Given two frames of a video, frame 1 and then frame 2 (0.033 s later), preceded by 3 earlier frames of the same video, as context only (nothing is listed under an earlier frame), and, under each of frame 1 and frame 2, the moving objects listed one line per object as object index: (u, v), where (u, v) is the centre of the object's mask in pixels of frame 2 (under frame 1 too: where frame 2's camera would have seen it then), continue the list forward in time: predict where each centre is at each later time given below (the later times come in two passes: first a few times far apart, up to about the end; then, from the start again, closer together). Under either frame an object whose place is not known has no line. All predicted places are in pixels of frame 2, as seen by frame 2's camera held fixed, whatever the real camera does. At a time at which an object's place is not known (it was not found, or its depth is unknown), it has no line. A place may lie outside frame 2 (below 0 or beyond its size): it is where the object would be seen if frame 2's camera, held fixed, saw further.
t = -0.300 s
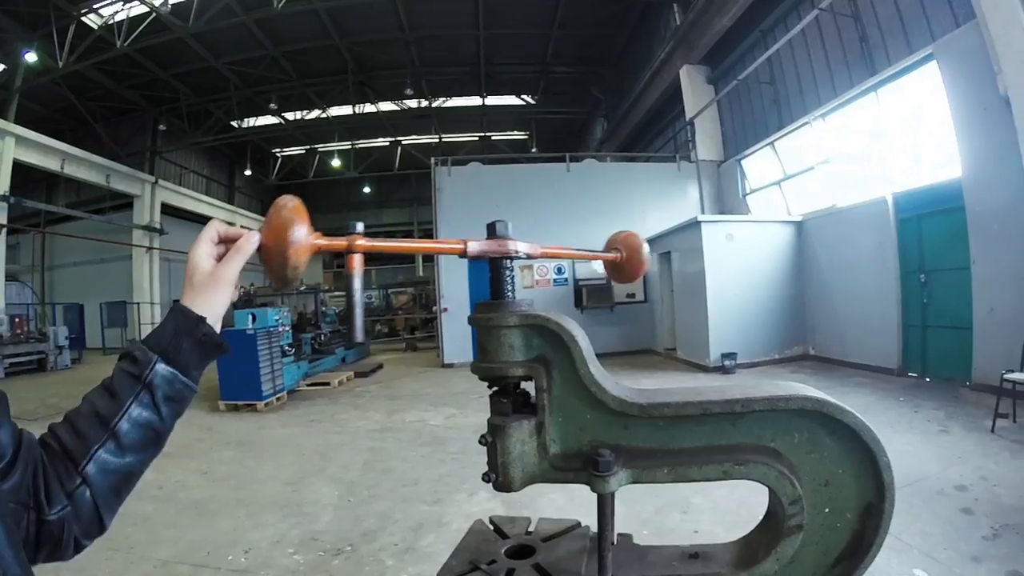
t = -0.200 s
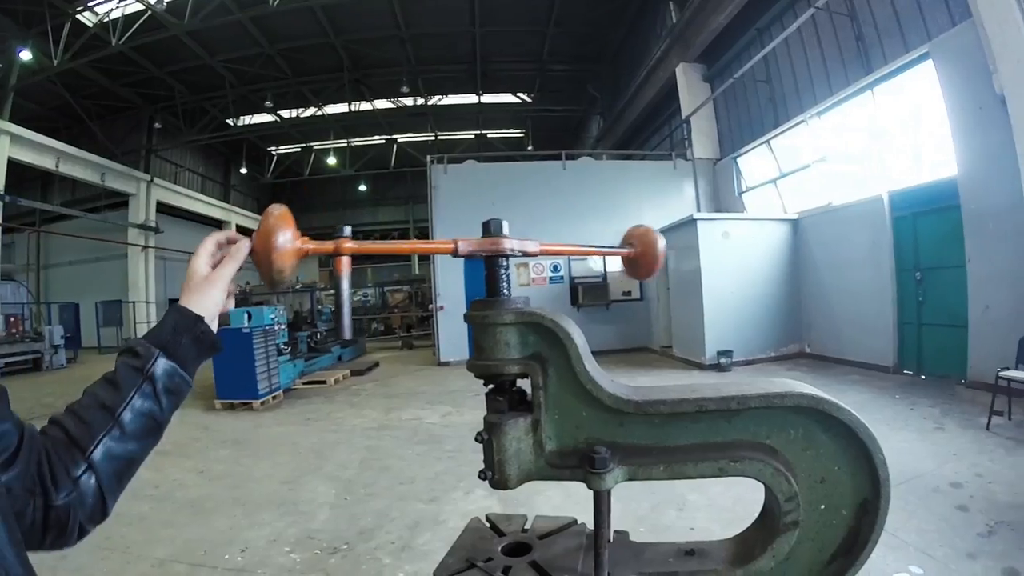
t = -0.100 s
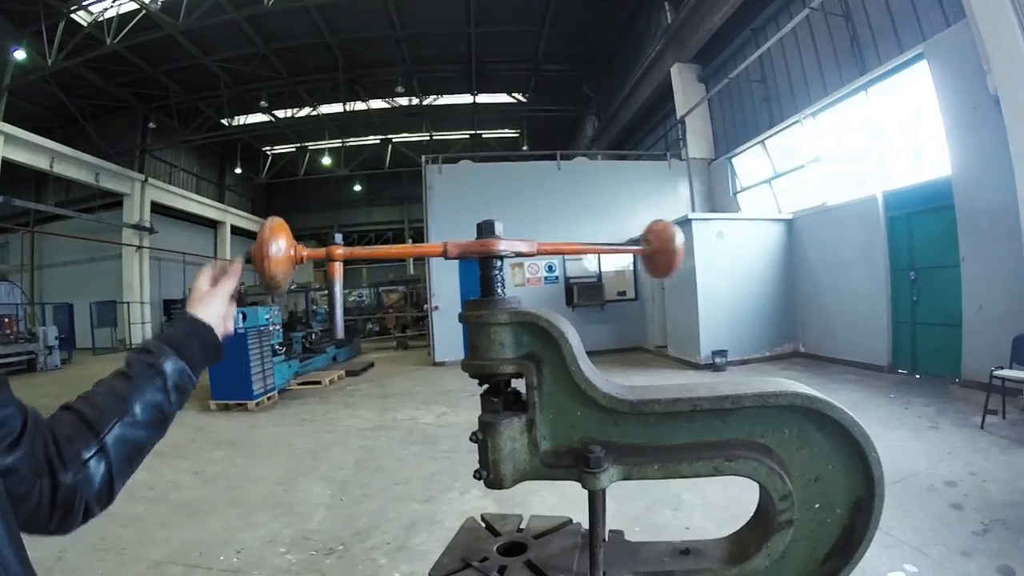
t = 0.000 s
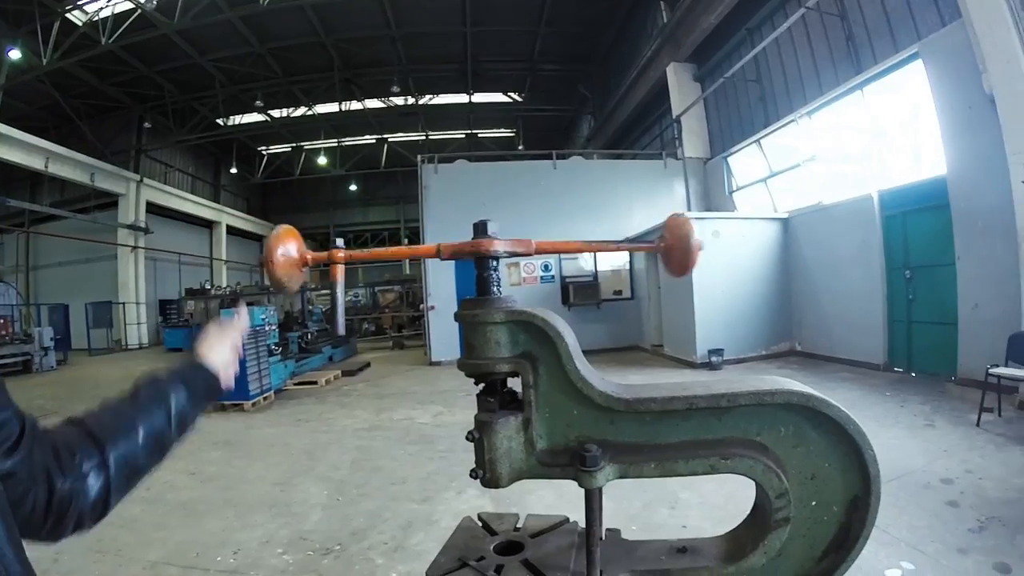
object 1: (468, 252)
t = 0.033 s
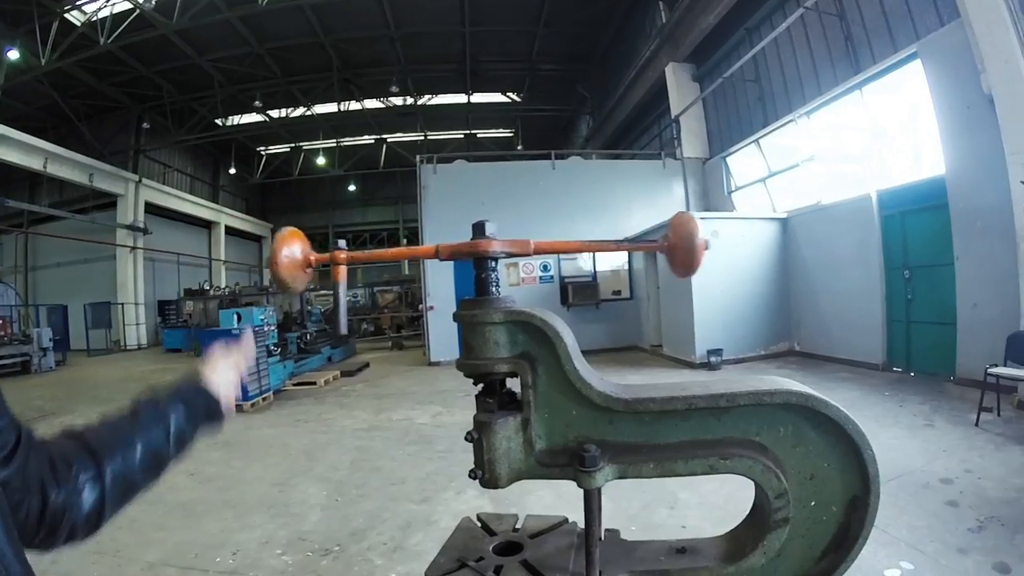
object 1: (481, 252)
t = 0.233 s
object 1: (543, 249)
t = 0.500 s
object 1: (578, 239)
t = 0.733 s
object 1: (432, 242)
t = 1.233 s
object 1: (452, 270)
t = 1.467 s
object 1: (518, 266)
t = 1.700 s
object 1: (573, 257)
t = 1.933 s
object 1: (539, 249)
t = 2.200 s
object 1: (394, 264)
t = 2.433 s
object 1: (406, 278)
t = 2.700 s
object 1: (459, 282)
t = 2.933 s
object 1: (518, 282)
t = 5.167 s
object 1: (396, 298)
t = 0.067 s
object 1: (490, 251)
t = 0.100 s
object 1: (500, 251)
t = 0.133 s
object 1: (509, 251)
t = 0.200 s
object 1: (532, 250)
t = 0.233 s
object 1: (543, 249)
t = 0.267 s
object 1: (550, 249)
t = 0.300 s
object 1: (559, 248)
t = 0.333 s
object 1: (566, 247)
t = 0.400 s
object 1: (576, 245)
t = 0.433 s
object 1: (576, 243)
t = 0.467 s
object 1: (580, 240)
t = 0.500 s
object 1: (578, 239)
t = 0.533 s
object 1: (568, 238)
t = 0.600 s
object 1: (537, 235)
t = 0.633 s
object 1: (516, 234)
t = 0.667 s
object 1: (488, 234)
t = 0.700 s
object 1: (455, 238)
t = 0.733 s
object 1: (432, 242)
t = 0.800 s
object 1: (396, 252)
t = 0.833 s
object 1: (383, 254)
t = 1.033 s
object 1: (397, 267)
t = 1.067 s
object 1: (407, 268)
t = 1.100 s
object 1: (417, 269)
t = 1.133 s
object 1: (427, 269)
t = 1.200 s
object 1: (444, 270)
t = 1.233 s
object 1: (452, 270)
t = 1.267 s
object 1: (458, 270)
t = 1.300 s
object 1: (467, 270)
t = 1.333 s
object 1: (475, 270)
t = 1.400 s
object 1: (499, 268)
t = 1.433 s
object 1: (507, 268)
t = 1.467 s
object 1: (518, 266)
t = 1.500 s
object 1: (528, 265)
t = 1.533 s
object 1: (539, 264)
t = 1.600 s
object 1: (553, 262)
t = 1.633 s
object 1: (561, 260)
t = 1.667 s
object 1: (567, 259)
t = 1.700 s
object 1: (573, 257)
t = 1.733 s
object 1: (577, 256)
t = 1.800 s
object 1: (578, 253)
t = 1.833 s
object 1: (575, 252)
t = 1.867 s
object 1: (565, 254)
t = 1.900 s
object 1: (555, 249)
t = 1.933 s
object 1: (539, 249)
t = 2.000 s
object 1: (497, 246)
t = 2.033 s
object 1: (469, 248)
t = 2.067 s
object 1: (445, 252)
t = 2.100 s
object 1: (429, 254)
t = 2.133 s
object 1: (413, 258)
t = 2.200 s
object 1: (394, 264)
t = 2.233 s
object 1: (388, 266)
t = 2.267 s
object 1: (385, 268)
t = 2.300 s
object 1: (383, 273)
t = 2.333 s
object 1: (384, 275)
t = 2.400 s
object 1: (397, 276)
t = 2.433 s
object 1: (406, 278)
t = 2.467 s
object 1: (412, 278)
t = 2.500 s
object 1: (418, 279)
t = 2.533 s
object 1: (425, 280)
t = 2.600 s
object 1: (440, 281)
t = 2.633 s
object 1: (449, 281)
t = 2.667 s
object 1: (455, 281)
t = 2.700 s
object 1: (459, 282)
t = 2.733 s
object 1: (467, 282)
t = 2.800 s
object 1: (485, 282)
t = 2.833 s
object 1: (492, 282)
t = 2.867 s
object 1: (503, 282)
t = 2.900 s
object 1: (512, 282)
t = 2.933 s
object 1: (518, 282)
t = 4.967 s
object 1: (416, 296)
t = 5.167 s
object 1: (396, 298)
